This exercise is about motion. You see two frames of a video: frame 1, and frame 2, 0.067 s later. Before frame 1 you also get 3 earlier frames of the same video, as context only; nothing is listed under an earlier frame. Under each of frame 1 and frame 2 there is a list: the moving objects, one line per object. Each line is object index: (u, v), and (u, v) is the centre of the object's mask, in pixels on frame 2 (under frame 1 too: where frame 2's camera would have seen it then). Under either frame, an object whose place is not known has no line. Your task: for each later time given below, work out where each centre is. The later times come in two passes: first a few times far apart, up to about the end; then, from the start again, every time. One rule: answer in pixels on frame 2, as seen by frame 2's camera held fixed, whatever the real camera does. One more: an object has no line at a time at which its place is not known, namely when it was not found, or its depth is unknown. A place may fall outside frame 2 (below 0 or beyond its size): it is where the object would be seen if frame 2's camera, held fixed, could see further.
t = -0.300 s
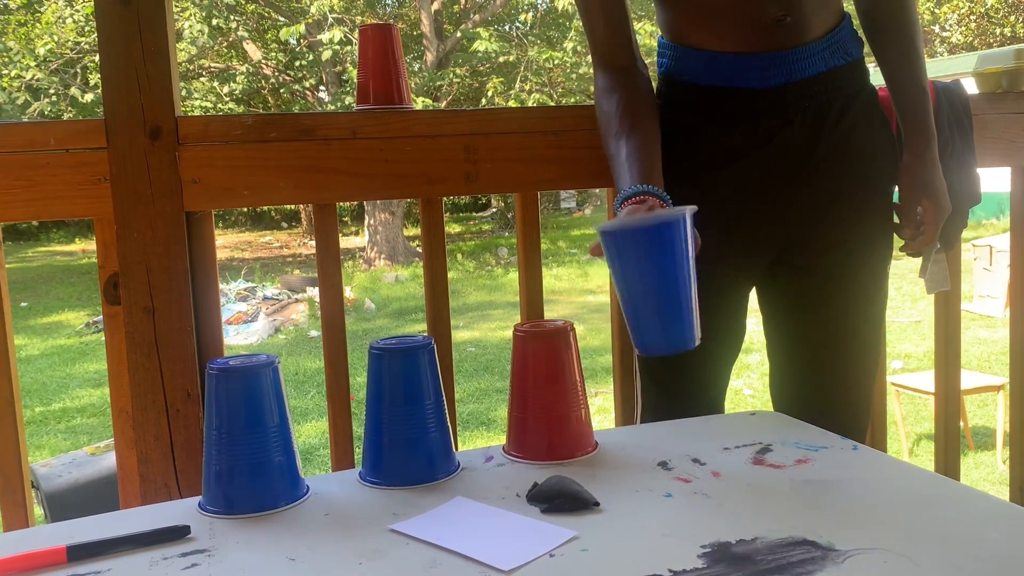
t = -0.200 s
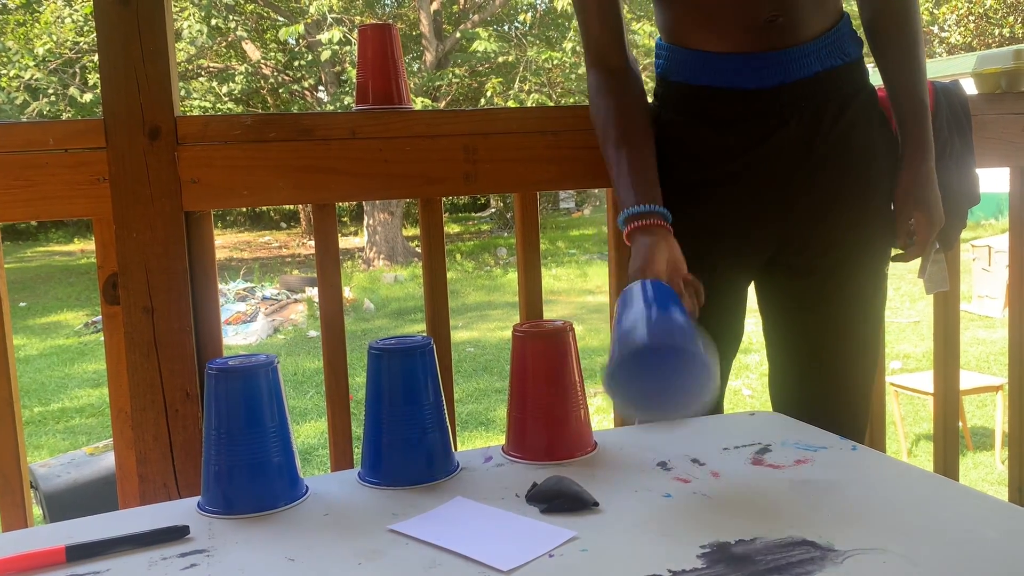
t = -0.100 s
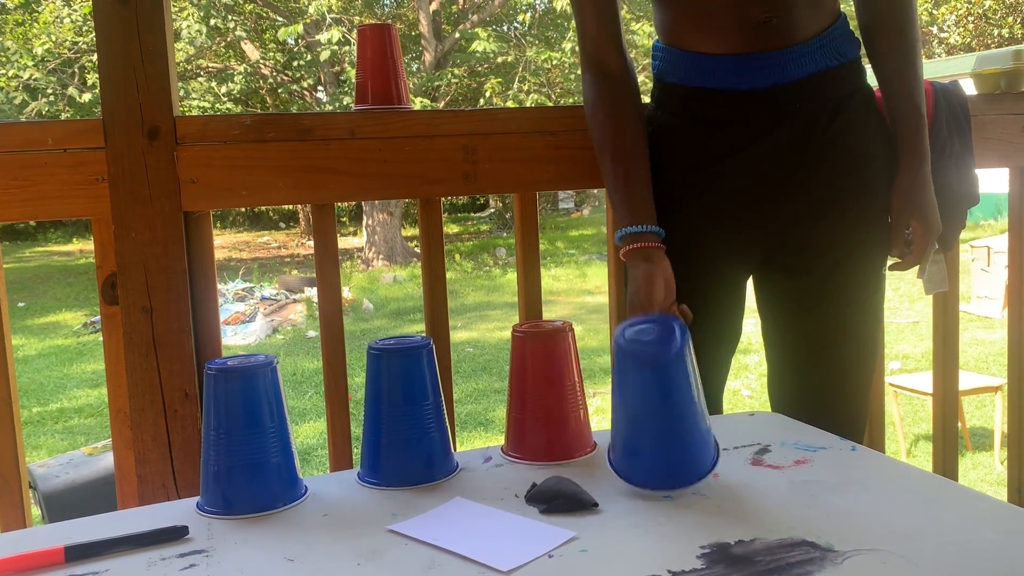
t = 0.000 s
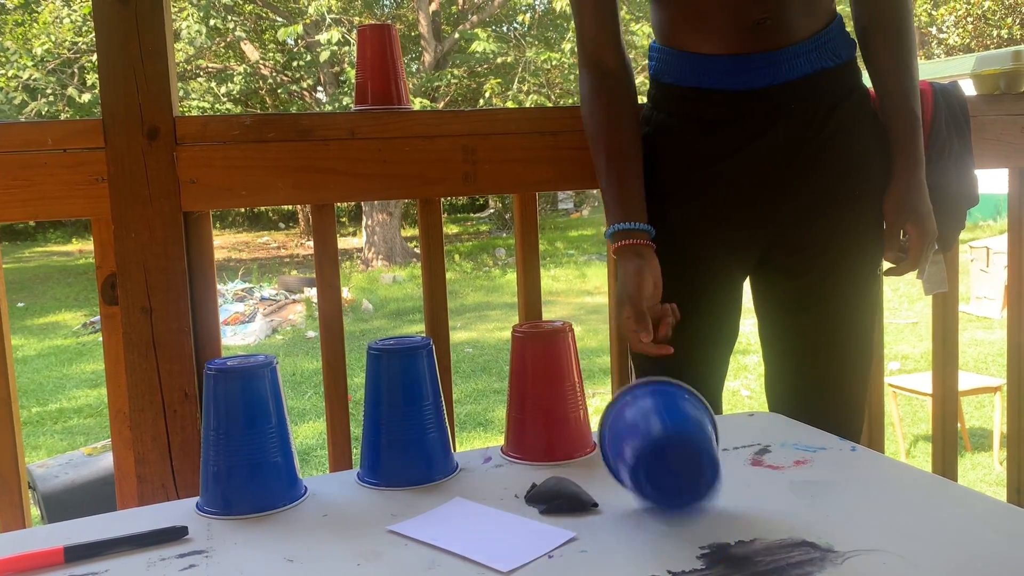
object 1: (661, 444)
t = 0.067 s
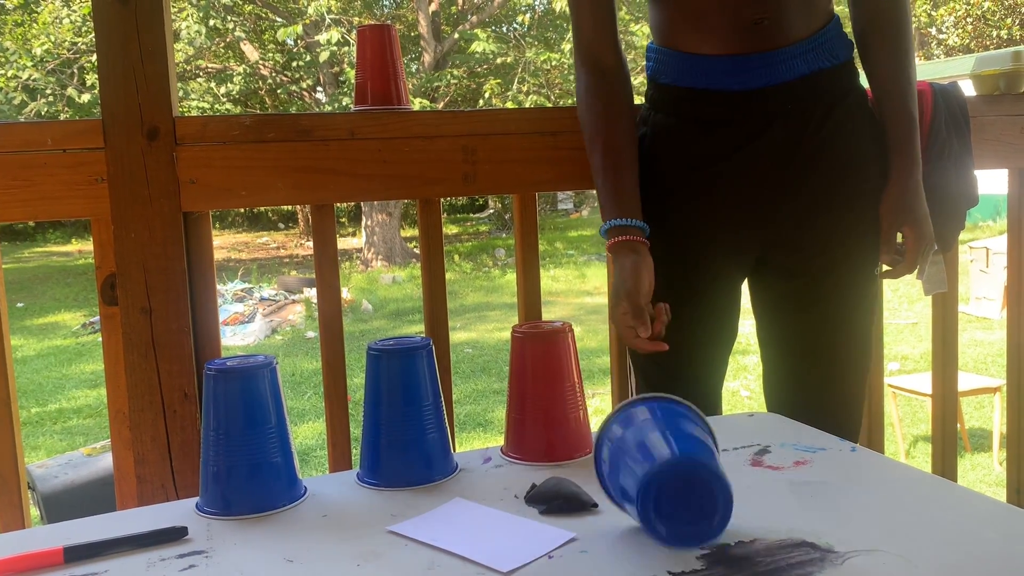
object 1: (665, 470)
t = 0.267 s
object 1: (655, 503)
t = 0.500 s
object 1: (613, 512)
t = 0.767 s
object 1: (562, 516)
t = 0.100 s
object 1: (662, 471)
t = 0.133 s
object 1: (661, 478)
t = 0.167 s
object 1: (663, 490)
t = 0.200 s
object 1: (661, 500)
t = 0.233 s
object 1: (658, 502)
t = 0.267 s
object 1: (655, 503)
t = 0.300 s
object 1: (650, 506)
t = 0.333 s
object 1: (644, 509)
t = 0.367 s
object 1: (640, 509)
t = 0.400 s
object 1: (633, 510)
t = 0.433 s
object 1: (626, 511)
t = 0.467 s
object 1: (620, 511)
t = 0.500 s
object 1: (613, 512)
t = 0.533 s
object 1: (606, 512)
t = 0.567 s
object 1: (600, 512)
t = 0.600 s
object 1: (593, 513)
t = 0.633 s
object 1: (587, 513)
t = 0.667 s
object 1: (580, 514)
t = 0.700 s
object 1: (574, 515)
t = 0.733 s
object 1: (568, 515)
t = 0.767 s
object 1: (562, 516)
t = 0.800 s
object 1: (557, 518)
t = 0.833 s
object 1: (552, 519)
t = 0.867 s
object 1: (546, 520)
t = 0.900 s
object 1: (541, 520)
